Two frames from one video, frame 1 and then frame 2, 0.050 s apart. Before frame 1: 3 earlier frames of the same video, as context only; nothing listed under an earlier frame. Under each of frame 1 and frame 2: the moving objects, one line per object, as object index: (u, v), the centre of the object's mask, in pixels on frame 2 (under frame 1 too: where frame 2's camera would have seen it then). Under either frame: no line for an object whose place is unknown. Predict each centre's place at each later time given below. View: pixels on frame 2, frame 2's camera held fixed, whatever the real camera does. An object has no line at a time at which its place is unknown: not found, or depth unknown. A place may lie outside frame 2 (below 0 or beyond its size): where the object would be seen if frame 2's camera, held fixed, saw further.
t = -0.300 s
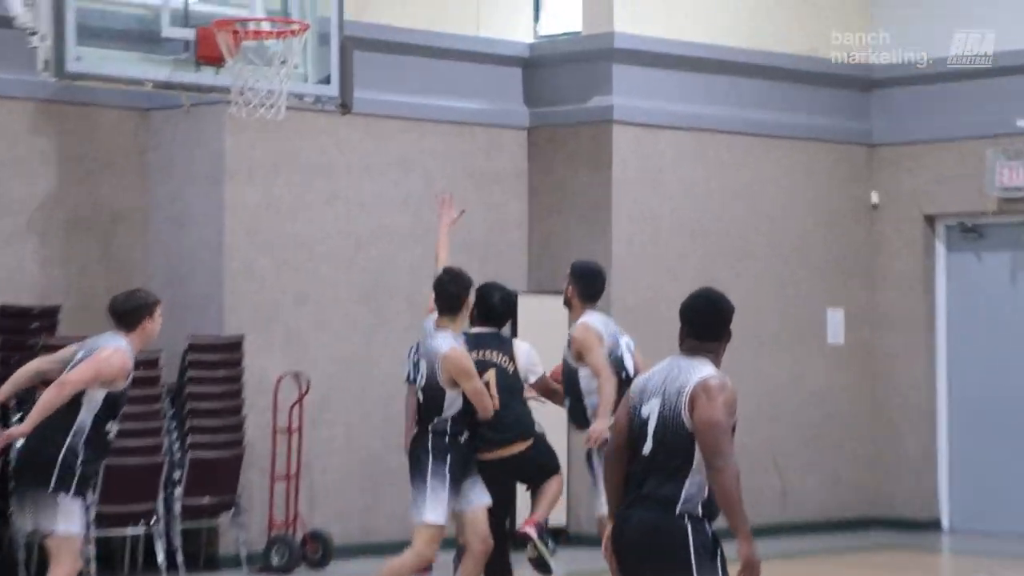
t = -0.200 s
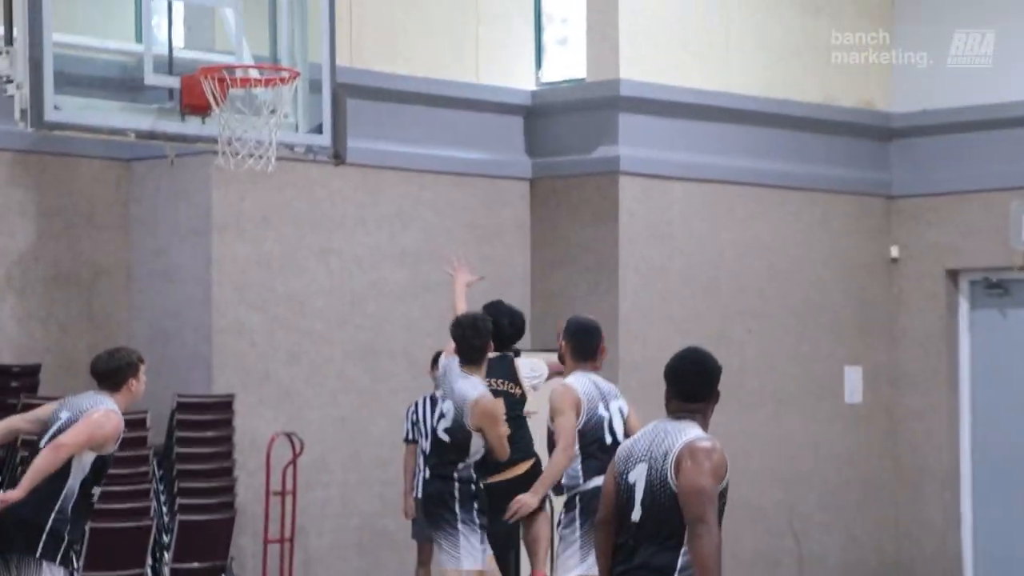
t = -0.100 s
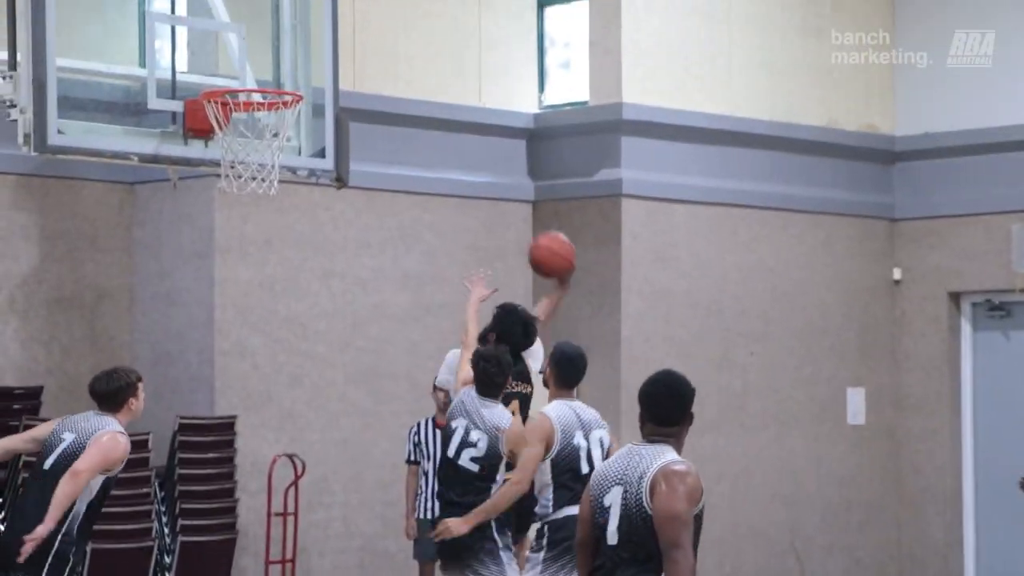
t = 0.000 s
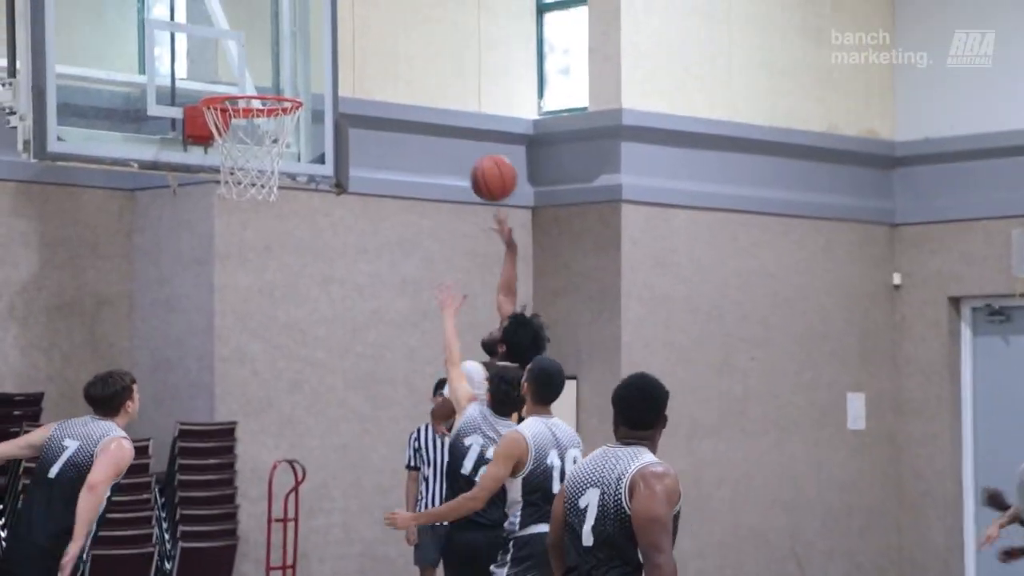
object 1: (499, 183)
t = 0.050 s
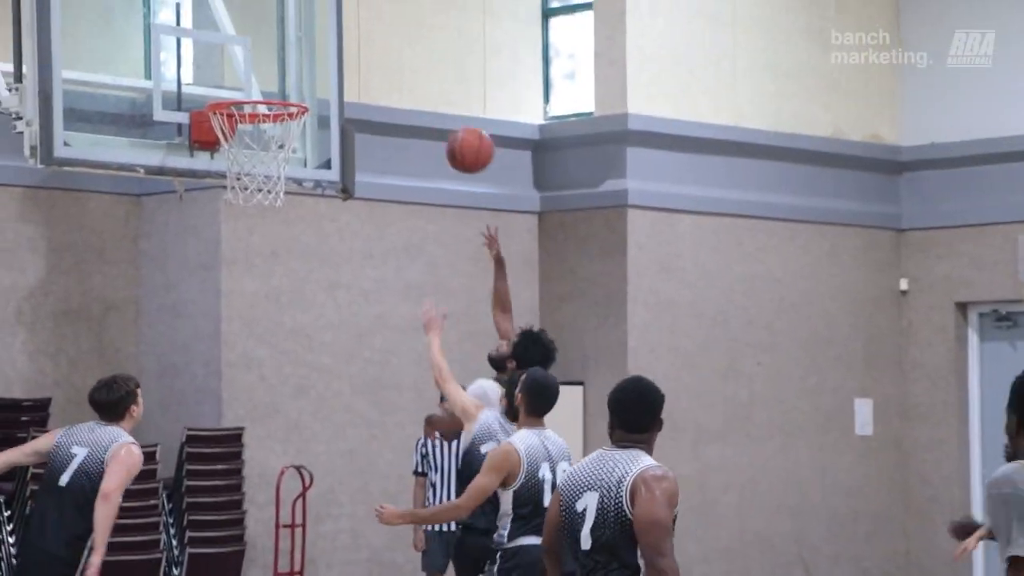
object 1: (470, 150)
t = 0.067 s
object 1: (459, 140)
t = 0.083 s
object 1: (449, 131)
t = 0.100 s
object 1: (440, 122)
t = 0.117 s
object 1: (430, 113)
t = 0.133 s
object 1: (420, 106)
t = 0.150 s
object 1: (409, 98)
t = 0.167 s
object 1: (399, 91)
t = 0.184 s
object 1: (389, 84)
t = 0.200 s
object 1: (379, 78)
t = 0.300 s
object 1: (317, 53)
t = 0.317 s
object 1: (306, 51)
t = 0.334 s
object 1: (296, 49)
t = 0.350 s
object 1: (286, 47)
